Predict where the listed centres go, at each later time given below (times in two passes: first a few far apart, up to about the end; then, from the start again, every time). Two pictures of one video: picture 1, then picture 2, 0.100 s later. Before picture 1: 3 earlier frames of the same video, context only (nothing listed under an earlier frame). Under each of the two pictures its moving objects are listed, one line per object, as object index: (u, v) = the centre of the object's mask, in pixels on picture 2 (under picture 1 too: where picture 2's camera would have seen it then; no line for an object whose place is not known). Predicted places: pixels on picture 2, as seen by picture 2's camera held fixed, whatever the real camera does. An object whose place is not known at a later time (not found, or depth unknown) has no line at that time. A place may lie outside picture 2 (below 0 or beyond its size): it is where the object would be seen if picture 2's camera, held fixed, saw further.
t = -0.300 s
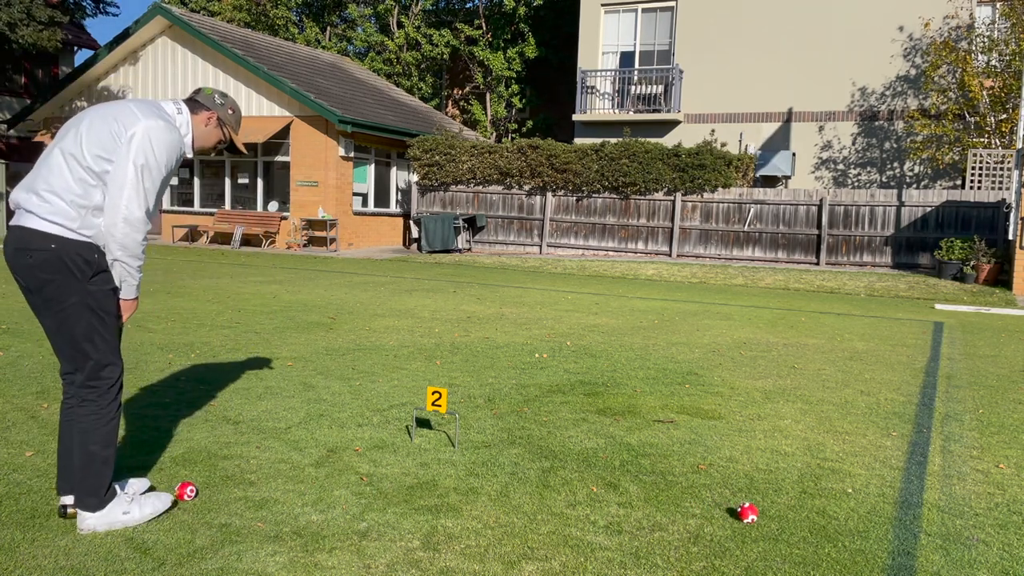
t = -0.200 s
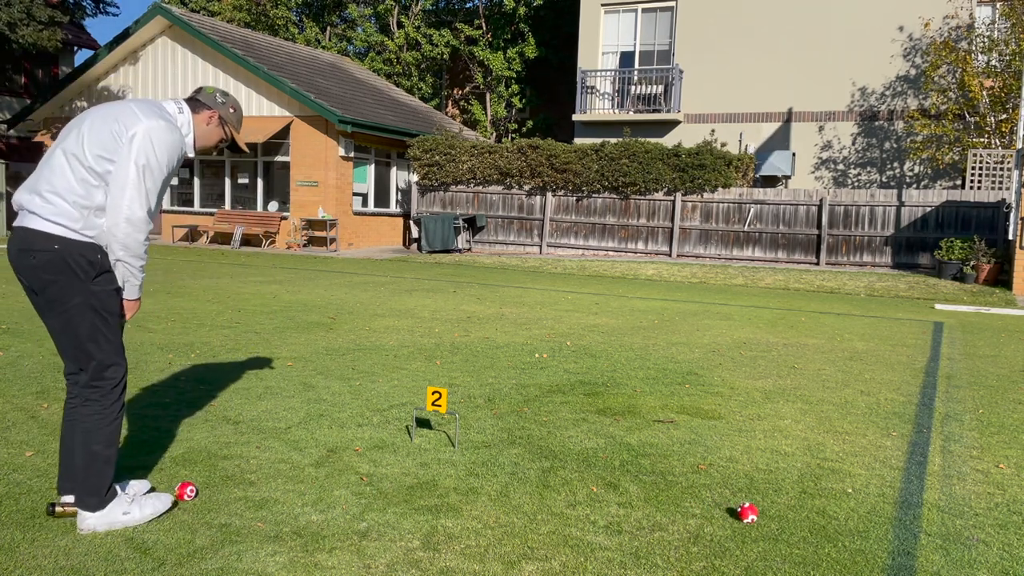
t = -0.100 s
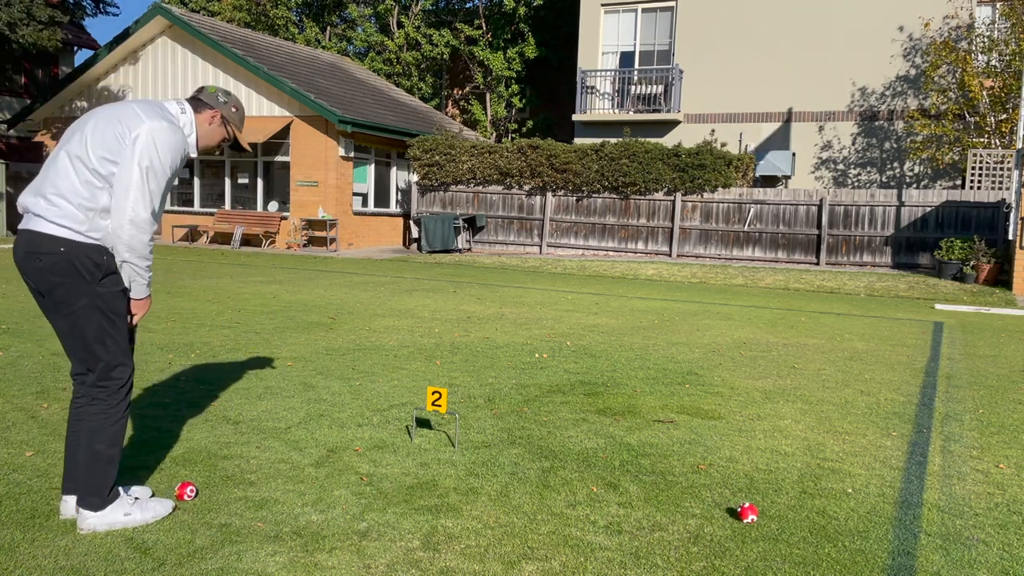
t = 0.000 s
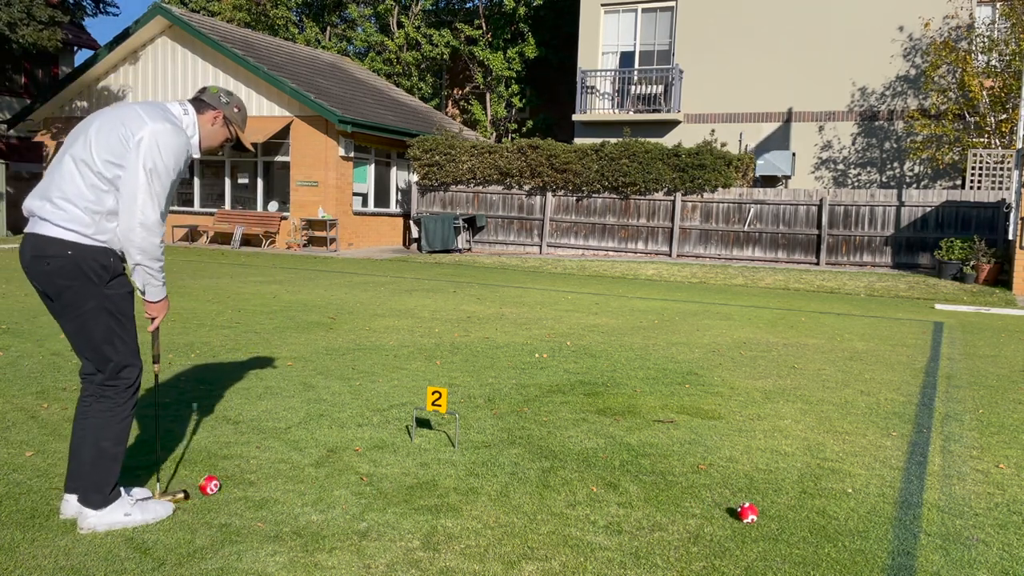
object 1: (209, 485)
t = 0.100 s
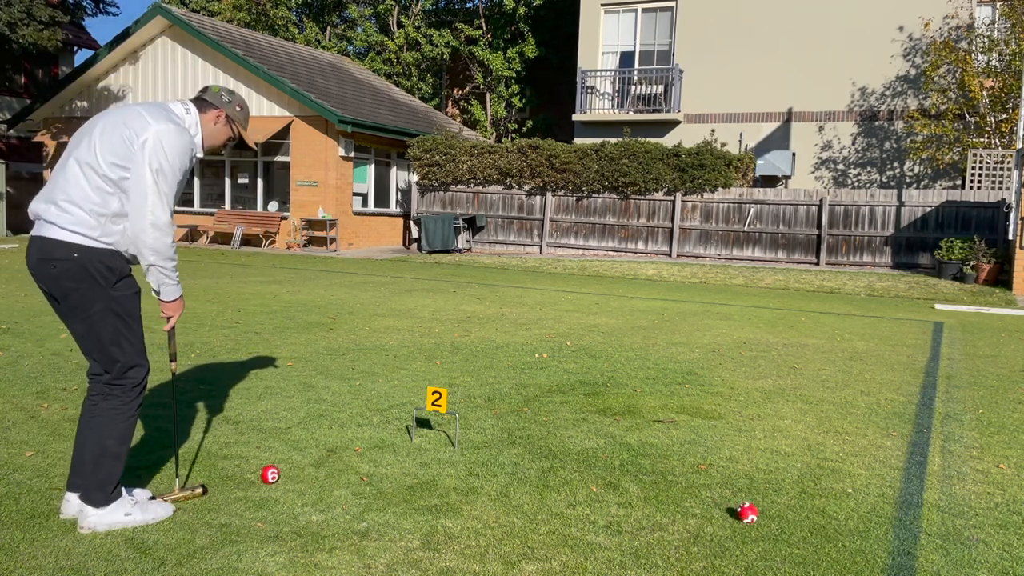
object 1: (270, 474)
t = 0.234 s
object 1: (327, 464)
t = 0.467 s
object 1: (404, 450)
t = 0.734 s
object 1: (472, 438)
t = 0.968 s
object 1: (518, 431)
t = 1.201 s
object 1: (553, 425)
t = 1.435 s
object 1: (582, 421)
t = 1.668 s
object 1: (602, 419)
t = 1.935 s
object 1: (618, 417)
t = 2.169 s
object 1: (627, 416)
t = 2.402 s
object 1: (629, 416)
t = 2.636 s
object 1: (627, 416)
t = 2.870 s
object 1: (627, 416)
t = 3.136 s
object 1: (627, 416)
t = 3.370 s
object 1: (627, 416)
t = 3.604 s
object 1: (627, 416)
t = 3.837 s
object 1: (627, 416)
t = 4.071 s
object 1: (627, 416)
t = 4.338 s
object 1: (627, 416)
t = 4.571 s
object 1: (627, 416)
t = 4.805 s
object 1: (627, 416)
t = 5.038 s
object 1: (627, 416)
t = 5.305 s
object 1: (627, 416)
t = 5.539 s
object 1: (627, 416)
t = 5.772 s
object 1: (627, 416)
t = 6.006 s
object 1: (627, 416)
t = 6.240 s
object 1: (627, 416)
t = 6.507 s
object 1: (627, 416)
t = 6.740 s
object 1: (627, 416)
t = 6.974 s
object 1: (627, 416)
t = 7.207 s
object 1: (627, 416)
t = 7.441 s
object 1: (627, 416)
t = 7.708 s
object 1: (627, 416)
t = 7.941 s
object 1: (627, 416)
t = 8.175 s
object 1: (627, 416)
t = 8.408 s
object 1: (627, 416)
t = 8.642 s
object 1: (627, 416)
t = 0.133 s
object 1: (286, 472)
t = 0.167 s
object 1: (301, 469)
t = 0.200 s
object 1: (314, 466)
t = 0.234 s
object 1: (327, 464)
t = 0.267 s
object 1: (340, 461)
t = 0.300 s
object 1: (351, 458)
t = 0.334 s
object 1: (363, 457)
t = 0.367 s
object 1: (374, 454)
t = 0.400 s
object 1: (384, 452)
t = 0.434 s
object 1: (394, 451)
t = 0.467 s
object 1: (404, 450)
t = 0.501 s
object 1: (414, 448)
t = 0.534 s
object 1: (423, 446)
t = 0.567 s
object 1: (431, 444)
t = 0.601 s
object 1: (440, 443)
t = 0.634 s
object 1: (448, 441)
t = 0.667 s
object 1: (456, 440)
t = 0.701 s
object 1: (464, 439)
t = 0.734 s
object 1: (472, 438)
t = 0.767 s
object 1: (479, 437)
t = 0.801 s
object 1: (486, 436)
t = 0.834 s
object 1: (493, 435)
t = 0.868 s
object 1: (499, 434)
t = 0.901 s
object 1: (506, 433)
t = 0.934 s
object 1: (512, 432)
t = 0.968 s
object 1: (518, 431)
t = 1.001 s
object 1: (524, 430)
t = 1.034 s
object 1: (529, 429)
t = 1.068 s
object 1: (534, 428)
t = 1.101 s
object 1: (539, 428)
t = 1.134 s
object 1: (545, 426)
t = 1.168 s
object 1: (549, 426)
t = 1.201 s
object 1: (553, 425)
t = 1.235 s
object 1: (558, 425)
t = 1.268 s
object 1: (563, 424)
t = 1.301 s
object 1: (567, 423)
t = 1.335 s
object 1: (570, 423)
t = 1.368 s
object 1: (574, 423)
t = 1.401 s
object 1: (578, 422)
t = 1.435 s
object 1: (582, 421)
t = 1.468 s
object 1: (585, 421)
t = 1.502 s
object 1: (588, 420)
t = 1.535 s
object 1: (592, 420)
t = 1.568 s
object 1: (594, 420)
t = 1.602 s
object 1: (598, 419)
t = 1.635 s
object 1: (600, 419)
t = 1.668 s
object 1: (602, 419)
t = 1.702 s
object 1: (605, 418)
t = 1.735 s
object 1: (607, 418)
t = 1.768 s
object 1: (610, 418)
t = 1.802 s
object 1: (612, 417)
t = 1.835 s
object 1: (614, 417)
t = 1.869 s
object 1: (615, 417)
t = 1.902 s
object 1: (617, 417)
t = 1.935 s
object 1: (618, 417)
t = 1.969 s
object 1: (619, 416)
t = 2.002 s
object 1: (621, 416)
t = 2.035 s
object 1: (623, 416)
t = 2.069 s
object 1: (624, 416)
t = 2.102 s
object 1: (625, 416)
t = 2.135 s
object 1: (626, 416)
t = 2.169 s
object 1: (627, 416)
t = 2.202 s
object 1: (628, 416)
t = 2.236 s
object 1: (629, 416)
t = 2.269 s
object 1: (629, 416)
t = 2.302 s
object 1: (629, 416)
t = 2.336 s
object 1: (629, 416)
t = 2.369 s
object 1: (629, 416)
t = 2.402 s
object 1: (629, 416)
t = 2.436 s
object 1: (629, 416)
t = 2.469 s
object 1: (628, 416)
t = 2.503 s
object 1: (628, 416)
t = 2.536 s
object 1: (628, 416)
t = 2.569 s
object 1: (628, 416)
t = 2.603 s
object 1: (627, 416)
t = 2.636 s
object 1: (627, 416)
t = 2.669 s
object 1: (627, 416)
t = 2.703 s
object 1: (627, 416)
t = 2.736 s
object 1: (627, 416)
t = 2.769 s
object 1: (627, 416)
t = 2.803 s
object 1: (627, 416)
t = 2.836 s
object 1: (627, 416)
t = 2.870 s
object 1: (627, 416)
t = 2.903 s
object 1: (627, 416)
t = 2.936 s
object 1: (627, 416)
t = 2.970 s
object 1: (627, 416)
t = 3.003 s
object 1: (627, 416)
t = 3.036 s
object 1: (627, 416)
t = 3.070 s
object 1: (627, 416)
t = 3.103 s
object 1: (627, 416)
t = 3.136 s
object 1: (627, 416)
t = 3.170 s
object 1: (627, 416)
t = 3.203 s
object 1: (627, 416)
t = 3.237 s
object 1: (627, 416)
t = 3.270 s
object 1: (627, 416)
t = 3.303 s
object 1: (627, 416)
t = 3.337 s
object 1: (627, 416)
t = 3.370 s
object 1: (627, 416)
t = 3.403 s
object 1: (627, 416)
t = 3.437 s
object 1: (627, 416)
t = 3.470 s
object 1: (627, 416)
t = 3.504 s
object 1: (627, 416)
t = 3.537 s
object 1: (627, 416)
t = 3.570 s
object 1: (627, 416)
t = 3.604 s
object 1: (627, 416)
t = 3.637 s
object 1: (627, 416)
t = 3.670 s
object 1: (627, 416)
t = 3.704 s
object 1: (627, 416)
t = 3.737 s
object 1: (627, 416)
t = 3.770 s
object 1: (627, 416)
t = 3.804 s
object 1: (627, 416)
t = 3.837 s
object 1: (627, 416)
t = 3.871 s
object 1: (627, 416)
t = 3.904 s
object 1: (627, 416)
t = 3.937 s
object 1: (627, 416)
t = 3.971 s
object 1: (627, 416)
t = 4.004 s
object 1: (627, 416)
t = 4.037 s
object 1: (627, 416)
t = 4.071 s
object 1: (627, 416)
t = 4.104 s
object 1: (627, 416)
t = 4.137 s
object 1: (627, 416)
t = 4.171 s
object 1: (627, 416)
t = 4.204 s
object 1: (627, 416)
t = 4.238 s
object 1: (627, 416)
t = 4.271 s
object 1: (627, 416)
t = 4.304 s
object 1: (627, 416)
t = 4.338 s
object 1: (627, 416)
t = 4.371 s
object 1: (627, 416)
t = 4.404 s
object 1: (627, 416)
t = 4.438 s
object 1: (627, 416)
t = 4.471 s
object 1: (627, 416)
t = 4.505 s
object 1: (627, 416)
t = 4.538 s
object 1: (627, 416)
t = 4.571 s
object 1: (627, 416)
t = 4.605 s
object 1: (627, 416)
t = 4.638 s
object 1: (627, 416)
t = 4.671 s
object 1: (627, 416)
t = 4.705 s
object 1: (627, 416)
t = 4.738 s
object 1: (627, 416)
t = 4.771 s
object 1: (627, 416)
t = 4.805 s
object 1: (627, 416)
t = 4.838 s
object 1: (627, 416)
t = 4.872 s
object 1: (627, 416)
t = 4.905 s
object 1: (627, 416)
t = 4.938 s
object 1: (627, 416)
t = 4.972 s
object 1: (627, 416)
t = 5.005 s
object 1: (627, 416)
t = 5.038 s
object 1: (627, 416)
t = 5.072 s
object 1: (627, 416)
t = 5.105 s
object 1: (627, 416)
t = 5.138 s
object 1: (627, 416)
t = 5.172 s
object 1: (627, 416)
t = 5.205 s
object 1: (627, 416)
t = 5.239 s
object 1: (627, 416)
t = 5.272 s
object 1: (627, 416)
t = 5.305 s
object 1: (627, 416)
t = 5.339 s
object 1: (627, 416)
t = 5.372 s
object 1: (627, 416)
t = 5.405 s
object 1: (627, 416)
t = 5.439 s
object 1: (627, 416)
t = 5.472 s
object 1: (627, 416)
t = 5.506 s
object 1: (627, 416)
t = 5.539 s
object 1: (627, 416)
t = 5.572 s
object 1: (627, 416)
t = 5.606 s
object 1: (627, 416)
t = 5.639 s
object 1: (627, 416)
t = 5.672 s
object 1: (627, 416)
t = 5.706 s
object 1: (627, 416)
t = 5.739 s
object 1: (627, 416)
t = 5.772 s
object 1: (627, 416)
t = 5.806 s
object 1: (627, 416)
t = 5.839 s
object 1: (627, 416)
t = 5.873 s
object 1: (627, 416)
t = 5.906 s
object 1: (627, 416)
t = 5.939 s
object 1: (627, 416)
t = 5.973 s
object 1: (627, 416)
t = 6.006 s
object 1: (627, 416)
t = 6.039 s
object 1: (627, 416)
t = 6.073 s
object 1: (627, 416)
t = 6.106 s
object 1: (627, 416)
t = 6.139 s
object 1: (627, 416)
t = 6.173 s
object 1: (627, 416)
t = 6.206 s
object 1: (627, 416)
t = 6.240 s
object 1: (627, 416)
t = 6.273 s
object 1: (627, 416)
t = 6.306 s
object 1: (627, 416)
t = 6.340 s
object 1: (627, 416)
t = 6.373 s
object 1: (627, 416)
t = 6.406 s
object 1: (627, 416)
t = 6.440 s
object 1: (627, 416)
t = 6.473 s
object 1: (627, 416)
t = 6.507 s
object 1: (627, 416)
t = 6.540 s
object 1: (627, 416)
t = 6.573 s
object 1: (627, 416)
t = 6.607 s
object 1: (627, 416)
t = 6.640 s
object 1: (627, 416)
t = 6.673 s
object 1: (627, 416)
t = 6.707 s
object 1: (627, 416)
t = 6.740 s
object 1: (627, 416)
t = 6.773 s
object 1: (627, 416)
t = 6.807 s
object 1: (627, 416)
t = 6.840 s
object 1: (627, 416)
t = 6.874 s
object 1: (627, 416)
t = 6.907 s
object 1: (627, 416)
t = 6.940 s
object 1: (627, 416)
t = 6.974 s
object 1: (627, 416)
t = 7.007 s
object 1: (627, 416)
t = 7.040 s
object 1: (627, 416)
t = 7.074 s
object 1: (627, 416)
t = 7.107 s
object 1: (627, 416)
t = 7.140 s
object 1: (627, 416)
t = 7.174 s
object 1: (627, 416)
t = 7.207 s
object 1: (627, 416)
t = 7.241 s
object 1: (627, 416)
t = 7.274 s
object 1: (627, 416)
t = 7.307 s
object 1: (627, 416)
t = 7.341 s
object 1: (627, 416)
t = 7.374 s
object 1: (627, 416)
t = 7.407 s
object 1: (627, 416)
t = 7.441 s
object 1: (627, 416)
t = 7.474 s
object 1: (627, 416)
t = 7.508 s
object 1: (627, 416)
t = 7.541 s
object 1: (627, 416)
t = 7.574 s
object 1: (627, 416)
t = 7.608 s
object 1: (627, 416)
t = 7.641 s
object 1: (627, 416)
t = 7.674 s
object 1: (627, 416)
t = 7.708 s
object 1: (627, 416)
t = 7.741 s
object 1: (627, 416)
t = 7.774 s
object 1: (627, 416)
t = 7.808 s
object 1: (627, 416)
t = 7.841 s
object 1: (627, 416)
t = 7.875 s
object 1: (627, 416)
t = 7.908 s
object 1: (627, 416)
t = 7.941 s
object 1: (627, 416)
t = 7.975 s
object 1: (627, 416)
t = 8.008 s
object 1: (627, 416)
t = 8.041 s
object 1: (627, 416)
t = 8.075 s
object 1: (627, 416)
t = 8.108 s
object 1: (627, 416)
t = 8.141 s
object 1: (627, 416)
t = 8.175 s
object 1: (627, 416)
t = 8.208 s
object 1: (627, 416)
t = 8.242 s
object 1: (627, 416)
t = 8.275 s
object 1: (627, 416)
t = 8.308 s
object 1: (627, 416)
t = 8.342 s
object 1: (627, 416)
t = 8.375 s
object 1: (627, 416)
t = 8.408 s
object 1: (627, 416)
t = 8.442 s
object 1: (627, 416)
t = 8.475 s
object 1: (627, 416)
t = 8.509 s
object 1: (627, 416)
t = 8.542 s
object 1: (627, 416)
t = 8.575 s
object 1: (627, 416)
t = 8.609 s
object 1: (627, 416)
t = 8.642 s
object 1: (627, 416)
